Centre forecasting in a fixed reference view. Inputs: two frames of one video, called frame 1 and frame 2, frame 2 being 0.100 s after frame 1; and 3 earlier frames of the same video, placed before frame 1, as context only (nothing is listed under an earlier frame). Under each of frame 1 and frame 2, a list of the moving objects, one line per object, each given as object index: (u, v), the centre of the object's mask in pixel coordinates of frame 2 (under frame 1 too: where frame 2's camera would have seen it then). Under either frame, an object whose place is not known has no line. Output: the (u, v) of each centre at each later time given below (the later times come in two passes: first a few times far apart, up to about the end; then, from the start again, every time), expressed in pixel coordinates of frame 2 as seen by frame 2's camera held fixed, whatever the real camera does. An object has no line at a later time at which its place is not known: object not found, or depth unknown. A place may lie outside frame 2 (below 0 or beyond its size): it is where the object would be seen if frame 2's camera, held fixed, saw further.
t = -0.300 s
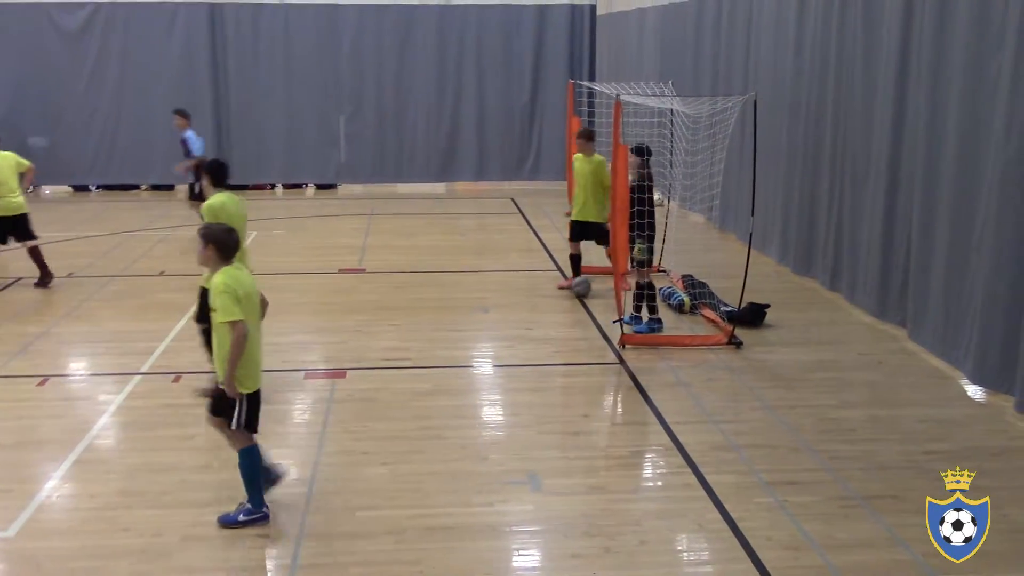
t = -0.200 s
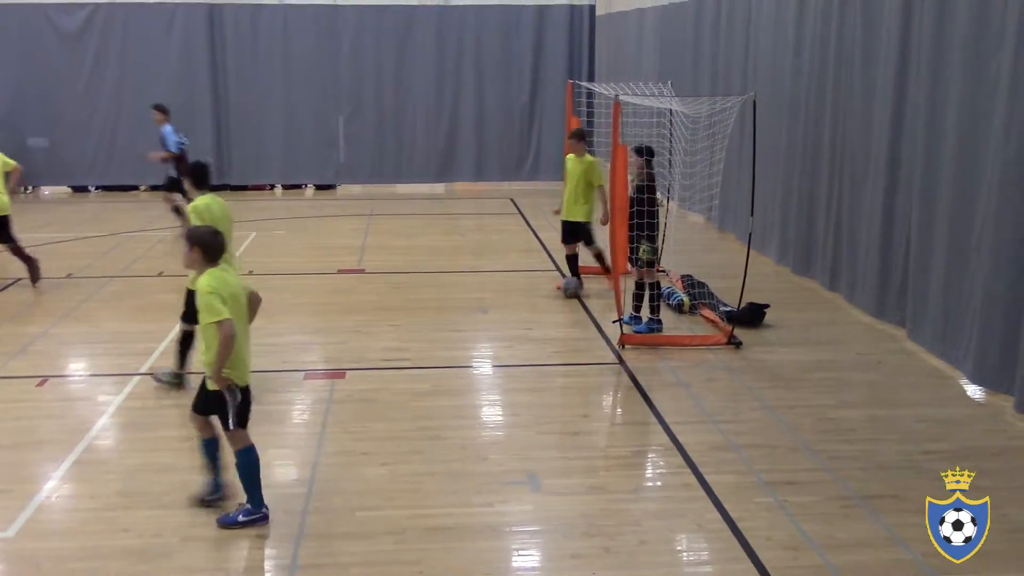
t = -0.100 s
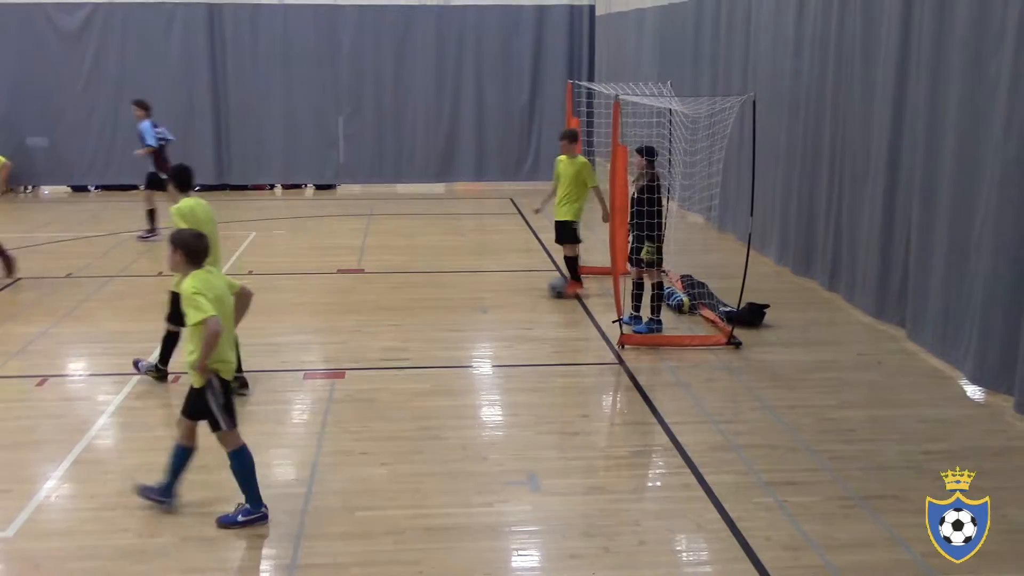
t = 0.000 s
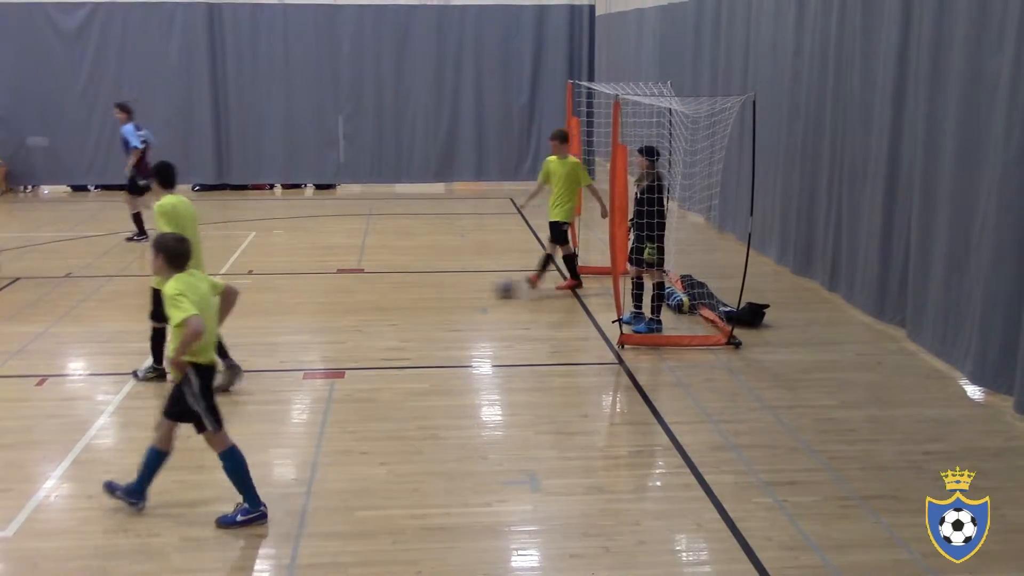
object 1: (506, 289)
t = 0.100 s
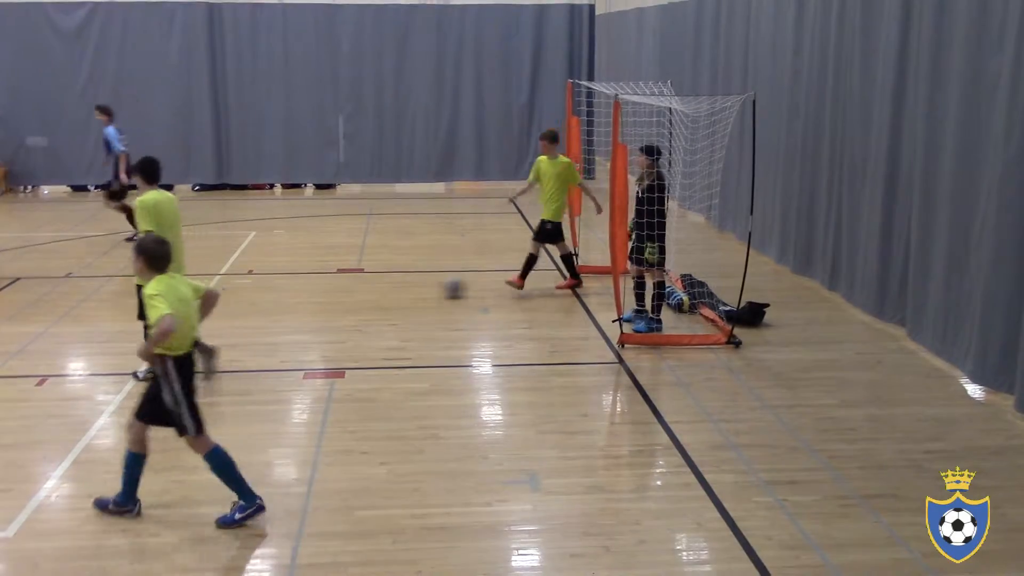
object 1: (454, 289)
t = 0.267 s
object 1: (378, 289)
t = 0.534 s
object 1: (272, 289)
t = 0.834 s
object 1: (160, 289)
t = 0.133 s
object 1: (439, 289)
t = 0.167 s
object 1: (422, 289)
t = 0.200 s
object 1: (407, 289)
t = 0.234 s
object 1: (393, 289)
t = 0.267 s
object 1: (378, 289)
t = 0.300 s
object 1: (363, 289)
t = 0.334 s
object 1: (349, 289)
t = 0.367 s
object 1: (336, 289)
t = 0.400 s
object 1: (323, 289)
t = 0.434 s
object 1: (310, 289)
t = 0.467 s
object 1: (297, 289)
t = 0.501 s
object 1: (284, 289)
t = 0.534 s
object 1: (272, 289)
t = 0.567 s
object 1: (259, 288)
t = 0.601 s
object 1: (247, 289)
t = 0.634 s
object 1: (234, 289)
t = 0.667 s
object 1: (223, 288)
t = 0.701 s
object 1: (210, 289)
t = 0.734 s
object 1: (197, 289)
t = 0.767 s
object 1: (184, 289)
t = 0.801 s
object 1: (173, 288)
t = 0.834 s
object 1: (160, 289)
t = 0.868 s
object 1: (148, 289)
